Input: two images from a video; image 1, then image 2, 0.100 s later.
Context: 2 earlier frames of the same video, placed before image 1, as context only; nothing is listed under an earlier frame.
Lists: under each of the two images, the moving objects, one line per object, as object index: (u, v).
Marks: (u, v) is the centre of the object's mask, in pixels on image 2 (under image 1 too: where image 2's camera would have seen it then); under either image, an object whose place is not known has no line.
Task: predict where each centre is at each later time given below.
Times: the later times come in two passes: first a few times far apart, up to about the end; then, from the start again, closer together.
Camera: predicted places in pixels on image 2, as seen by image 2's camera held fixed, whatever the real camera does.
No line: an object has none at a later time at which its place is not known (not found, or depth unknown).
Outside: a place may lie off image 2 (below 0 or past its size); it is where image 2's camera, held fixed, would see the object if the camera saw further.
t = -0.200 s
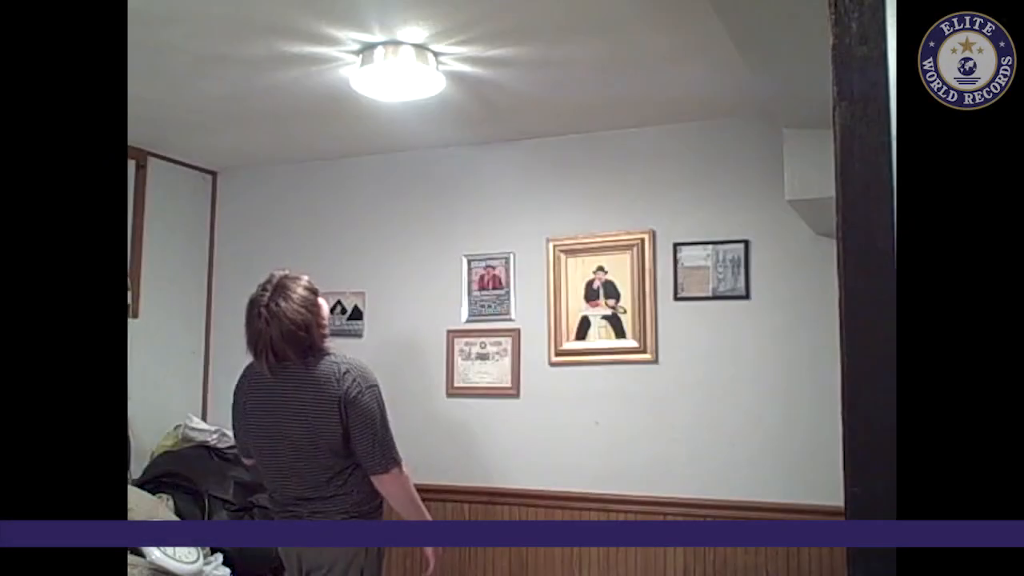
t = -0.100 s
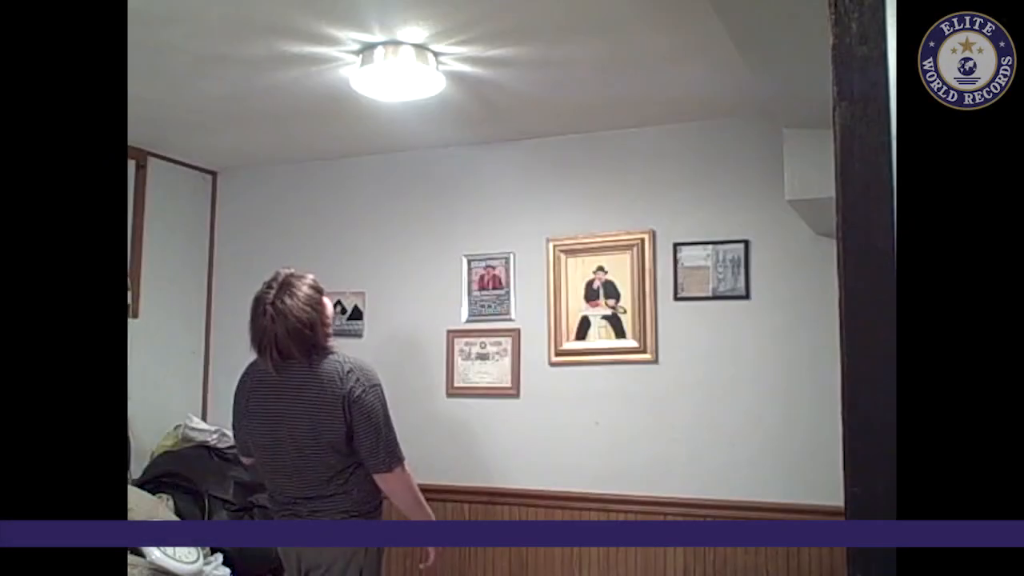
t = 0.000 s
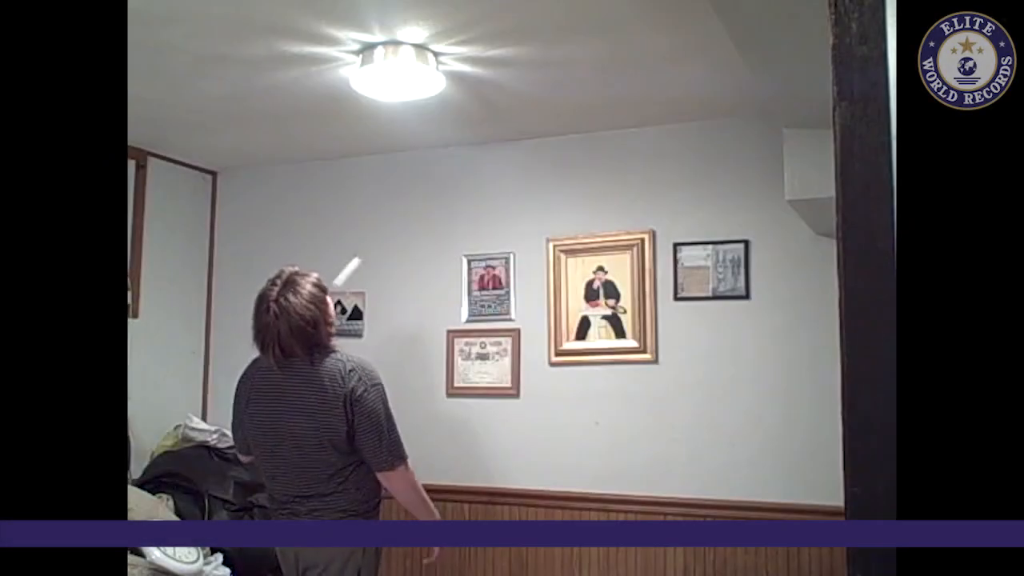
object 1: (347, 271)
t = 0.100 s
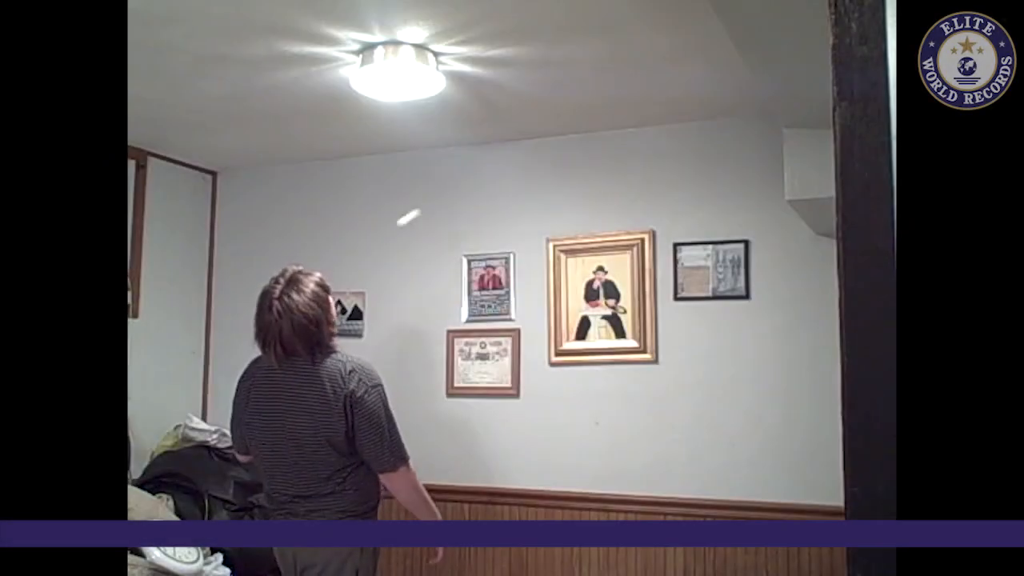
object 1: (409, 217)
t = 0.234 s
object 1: (470, 192)
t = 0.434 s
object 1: (440, 203)
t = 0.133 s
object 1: (425, 207)
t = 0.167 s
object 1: (441, 199)
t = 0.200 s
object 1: (455, 194)
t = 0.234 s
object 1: (470, 192)
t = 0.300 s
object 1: (480, 190)
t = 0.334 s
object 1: (470, 189)
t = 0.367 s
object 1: (460, 191)
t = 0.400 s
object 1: (450, 196)
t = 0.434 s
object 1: (440, 203)
